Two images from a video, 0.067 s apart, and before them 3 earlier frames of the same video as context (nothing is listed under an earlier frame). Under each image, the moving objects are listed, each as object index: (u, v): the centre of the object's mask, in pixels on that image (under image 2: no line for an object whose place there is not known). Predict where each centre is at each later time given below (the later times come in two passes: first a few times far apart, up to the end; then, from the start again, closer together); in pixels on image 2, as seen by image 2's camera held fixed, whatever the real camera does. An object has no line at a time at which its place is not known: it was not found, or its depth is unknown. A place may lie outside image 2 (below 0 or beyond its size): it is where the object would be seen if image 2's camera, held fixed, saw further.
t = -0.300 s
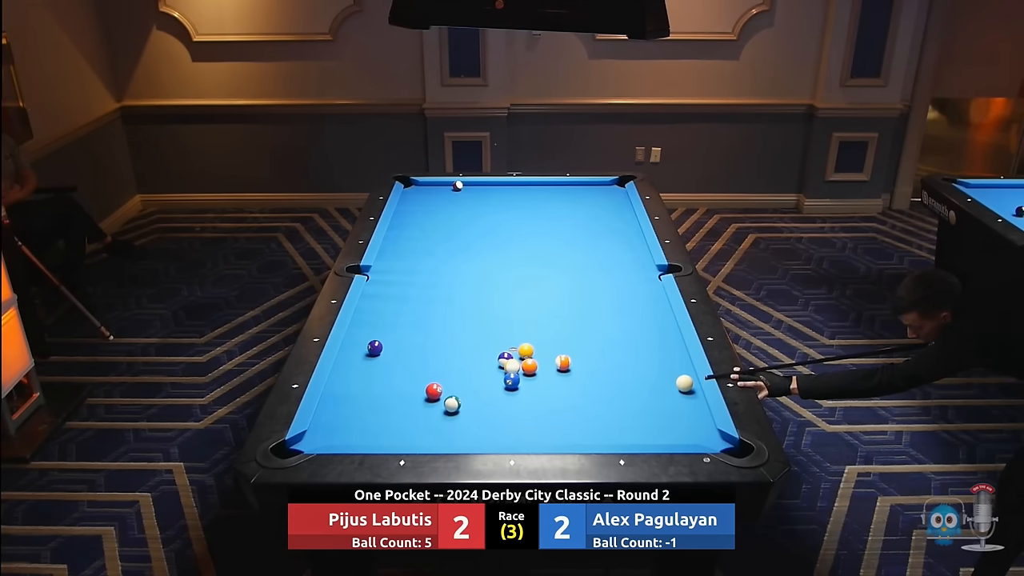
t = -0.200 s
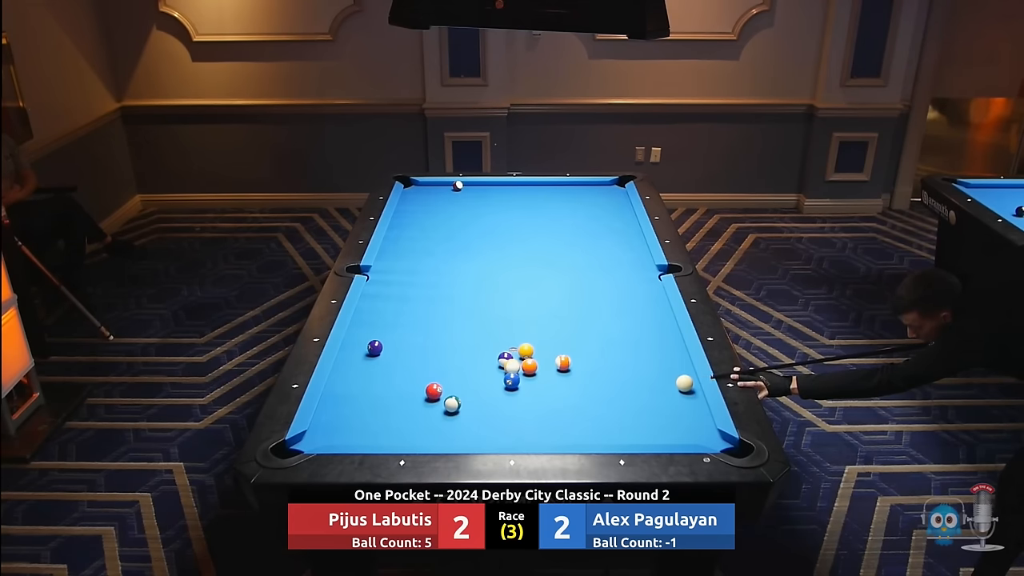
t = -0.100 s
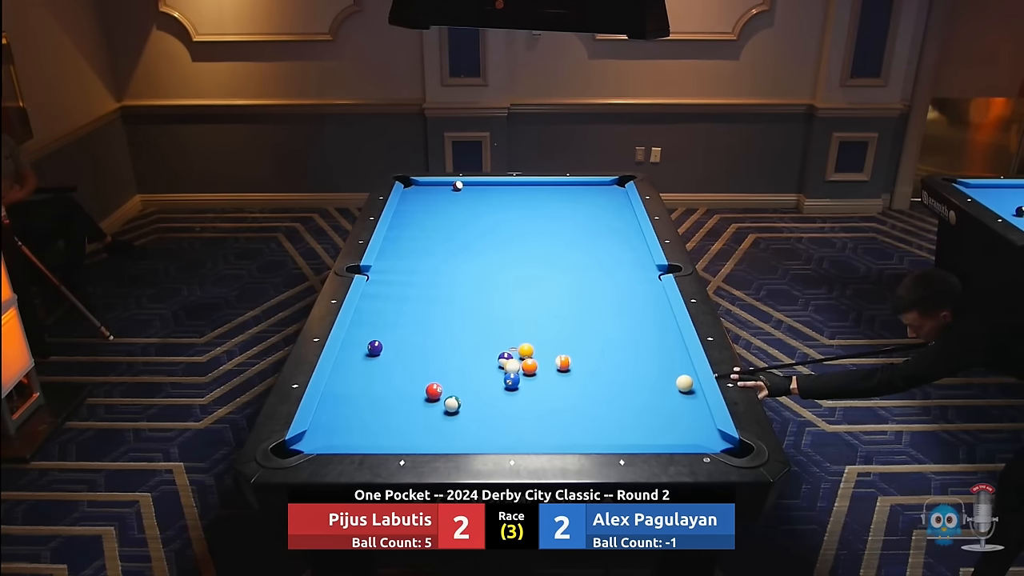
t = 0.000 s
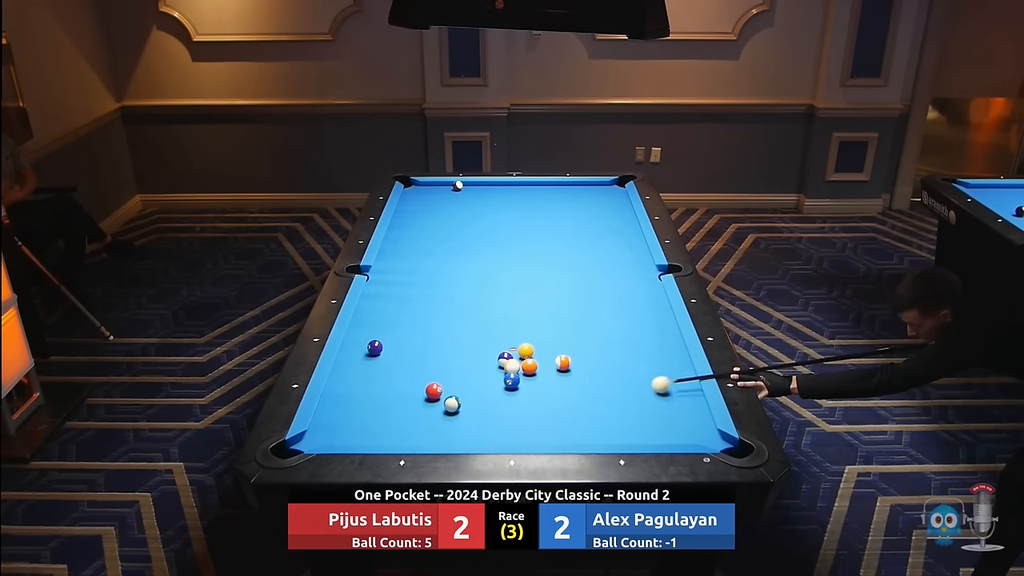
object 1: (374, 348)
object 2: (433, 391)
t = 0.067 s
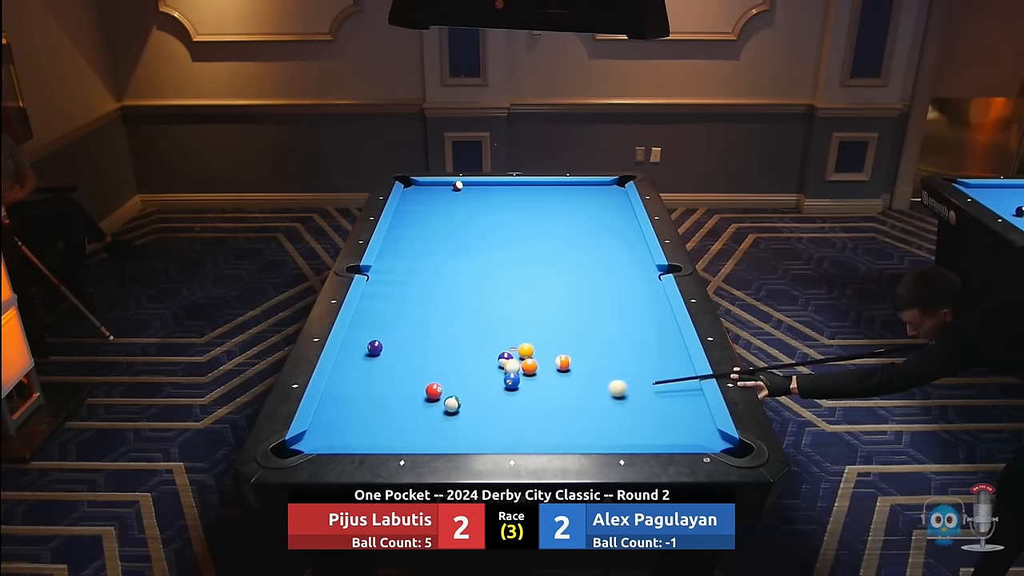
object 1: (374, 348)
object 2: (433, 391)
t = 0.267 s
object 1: (374, 348)
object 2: (433, 391)
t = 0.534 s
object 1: (374, 348)
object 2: (422, 392)
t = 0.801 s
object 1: (374, 348)
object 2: (399, 395)
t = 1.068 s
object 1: (367, 346)
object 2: (378, 399)
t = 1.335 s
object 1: (351, 342)
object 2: (358, 402)
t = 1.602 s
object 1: (365, 339)
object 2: (339, 404)
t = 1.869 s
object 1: (377, 336)
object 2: (327, 406)
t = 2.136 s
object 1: (388, 334)
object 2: (336, 407)
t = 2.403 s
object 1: (398, 332)
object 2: (343, 408)
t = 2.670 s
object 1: (406, 330)
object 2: (349, 409)
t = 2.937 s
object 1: (413, 329)
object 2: (353, 409)
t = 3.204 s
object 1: (419, 328)
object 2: (356, 409)
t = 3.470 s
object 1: (423, 327)
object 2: (357, 410)
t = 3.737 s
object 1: (426, 327)
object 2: (358, 410)
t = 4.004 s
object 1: (428, 326)
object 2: (358, 410)
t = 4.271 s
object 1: (429, 326)
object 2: (358, 410)
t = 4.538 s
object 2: (358, 409)
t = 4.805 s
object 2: (358, 410)
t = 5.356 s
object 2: (358, 410)
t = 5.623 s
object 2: (358, 410)
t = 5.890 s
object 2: (358, 409)
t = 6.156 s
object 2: (358, 409)
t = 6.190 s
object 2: (358, 409)
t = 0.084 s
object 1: (374, 348)
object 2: (433, 391)
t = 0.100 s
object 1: (374, 348)
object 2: (433, 391)
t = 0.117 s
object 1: (374, 348)
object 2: (433, 391)
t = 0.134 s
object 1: (374, 348)
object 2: (433, 391)
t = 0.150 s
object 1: (374, 348)
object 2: (433, 391)
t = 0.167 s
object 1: (374, 348)
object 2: (433, 391)
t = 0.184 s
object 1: (374, 348)
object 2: (433, 391)
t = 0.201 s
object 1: (374, 348)
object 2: (433, 391)
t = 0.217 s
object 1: (374, 348)
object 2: (433, 391)
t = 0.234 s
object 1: (374, 348)
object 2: (433, 391)
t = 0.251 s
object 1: (374, 348)
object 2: (433, 391)
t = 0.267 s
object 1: (374, 348)
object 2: (433, 391)
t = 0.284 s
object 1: (374, 348)
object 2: (433, 391)
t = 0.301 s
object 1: (374, 348)
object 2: (433, 391)
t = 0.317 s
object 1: (374, 348)
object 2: (433, 391)
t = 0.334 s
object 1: (374, 348)
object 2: (433, 391)
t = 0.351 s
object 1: (374, 348)
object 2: (433, 391)
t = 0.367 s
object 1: (374, 348)
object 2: (433, 391)
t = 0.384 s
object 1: (374, 348)
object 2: (433, 391)
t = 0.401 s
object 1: (374, 348)
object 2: (433, 391)
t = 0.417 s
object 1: (374, 348)
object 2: (433, 391)
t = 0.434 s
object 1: (374, 348)
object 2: (432, 391)
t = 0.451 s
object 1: (374, 348)
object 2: (430, 391)
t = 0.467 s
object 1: (374, 348)
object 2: (428, 391)
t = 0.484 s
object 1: (374, 348)
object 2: (426, 392)
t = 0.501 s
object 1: (374, 348)
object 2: (425, 392)
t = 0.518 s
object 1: (374, 348)
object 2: (424, 392)
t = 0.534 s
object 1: (374, 348)
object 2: (422, 392)
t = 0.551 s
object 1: (374, 348)
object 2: (421, 393)
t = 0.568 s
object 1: (374, 348)
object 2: (419, 393)
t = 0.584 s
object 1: (374, 348)
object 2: (418, 393)
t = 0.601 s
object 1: (374, 348)
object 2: (416, 393)
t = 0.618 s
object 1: (374, 348)
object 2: (415, 393)
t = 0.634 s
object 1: (374, 348)
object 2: (413, 394)
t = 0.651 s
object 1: (374, 348)
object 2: (412, 394)
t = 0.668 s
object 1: (374, 348)
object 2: (410, 394)
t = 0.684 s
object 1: (374, 348)
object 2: (409, 394)
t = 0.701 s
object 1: (374, 348)
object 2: (408, 394)
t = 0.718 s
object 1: (374, 348)
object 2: (406, 395)
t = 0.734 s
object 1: (374, 348)
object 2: (405, 395)
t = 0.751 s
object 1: (374, 348)
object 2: (403, 395)
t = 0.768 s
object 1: (374, 348)
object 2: (402, 395)
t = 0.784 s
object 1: (374, 348)
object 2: (401, 395)
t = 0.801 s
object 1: (374, 348)
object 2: (399, 395)
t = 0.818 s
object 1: (374, 348)
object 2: (398, 396)
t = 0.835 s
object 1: (374, 348)
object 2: (396, 396)
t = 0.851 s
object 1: (374, 348)
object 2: (395, 396)
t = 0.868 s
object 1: (374, 348)
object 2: (394, 396)
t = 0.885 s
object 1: (374, 348)
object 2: (392, 396)
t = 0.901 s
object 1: (374, 348)
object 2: (391, 397)
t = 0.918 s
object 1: (374, 348)
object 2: (390, 397)
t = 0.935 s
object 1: (374, 348)
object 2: (388, 397)
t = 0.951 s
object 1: (374, 348)
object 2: (387, 397)
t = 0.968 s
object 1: (374, 348)
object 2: (385, 397)
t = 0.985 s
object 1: (374, 348)
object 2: (384, 398)
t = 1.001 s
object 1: (374, 348)
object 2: (383, 398)
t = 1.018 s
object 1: (372, 348)
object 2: (381, 398)
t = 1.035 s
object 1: (370, 347)
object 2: (380, 398)
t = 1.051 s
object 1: (369, 347)
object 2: (379, 398)
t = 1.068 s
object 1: (367, 346)
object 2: (378, 399)
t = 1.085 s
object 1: (365, 346)
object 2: (376, 399)
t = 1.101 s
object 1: (364, 346)
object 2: (375, 399)
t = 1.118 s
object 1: (363, 346)
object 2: (374, 399)
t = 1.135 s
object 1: (361, 345)
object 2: (373, 399)
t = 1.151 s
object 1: (360, 345)
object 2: (371, 400)
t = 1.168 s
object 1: (359, 345)
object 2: (370, 400)
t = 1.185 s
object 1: (357, 344)
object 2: (368, 400)
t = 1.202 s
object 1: (356, 344)
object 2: (367, 400)
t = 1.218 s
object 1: (355, 344)
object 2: (366, 400)
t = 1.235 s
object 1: (353, 344)
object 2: (365, 401)
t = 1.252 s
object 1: (352, 343)
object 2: (364, 401)
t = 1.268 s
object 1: (351, 343)
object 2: (362, 401)
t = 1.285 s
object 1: (349, 343)
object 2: (361, 401)
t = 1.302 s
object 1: (349, 342)
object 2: (360, 401)
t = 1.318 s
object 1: (350, 342)
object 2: (359, 402)
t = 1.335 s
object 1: (351, 342)
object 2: (358, 402)
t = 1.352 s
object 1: (352, 342)
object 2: (356, 402)
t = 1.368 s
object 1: (353, 342)
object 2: (355, 402)
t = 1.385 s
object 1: (354, 341)
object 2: (354, 402)
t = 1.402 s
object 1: (354, 341)
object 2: (353, 402)
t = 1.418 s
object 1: (355, 341)
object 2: (352, 402)
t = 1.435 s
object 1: (356, 341)
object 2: (351, 402)
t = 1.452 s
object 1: (357, 341)
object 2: (349, 403)
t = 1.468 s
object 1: (358, 341)
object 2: (348, 403)
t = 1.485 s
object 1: (359, 340)
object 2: (347, 403)
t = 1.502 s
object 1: (360, 340)
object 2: (346, 403)
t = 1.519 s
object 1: (361, 340)
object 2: (345, 403)
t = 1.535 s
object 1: (362, 340)
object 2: (344, 403)
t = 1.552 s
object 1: (362, 340)
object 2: (343, 404)
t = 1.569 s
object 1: (363, 339)
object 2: (341, 404)
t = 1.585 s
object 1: (364, 339)
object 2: (340, 404)
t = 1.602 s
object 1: (365, 339)
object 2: (339, 404)
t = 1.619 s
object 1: (366, 339)
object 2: (338, 404)
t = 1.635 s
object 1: (366, 339)
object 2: (337, 404)
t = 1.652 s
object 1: (368, 339)
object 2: (336, 404)
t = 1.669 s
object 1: (368, 338)
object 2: (335, 405)
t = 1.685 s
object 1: (369, 338)
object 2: (334, 405)
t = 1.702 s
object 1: (370, 338)
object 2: (333, 405)
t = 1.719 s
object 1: (370, 338)
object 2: (332, 405)
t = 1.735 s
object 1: (371, 338)
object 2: (331, 405)
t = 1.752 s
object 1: (372, 338)
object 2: (330, 405)
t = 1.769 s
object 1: (373, 337)
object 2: (329, 405)
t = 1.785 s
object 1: (373, 337)
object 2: (328, 405)
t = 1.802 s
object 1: (374, 337)
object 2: (327, 406)
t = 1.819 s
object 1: (375, 337)
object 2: (325, 406)
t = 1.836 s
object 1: (376, 337)
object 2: (326, 406)
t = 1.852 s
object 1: (376, 337)
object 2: (326, 406)
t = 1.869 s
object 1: (377, 336)
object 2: (327, 406)
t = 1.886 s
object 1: (378, 336)
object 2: (327, 406)
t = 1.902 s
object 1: (379, 336)
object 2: (328, 406)
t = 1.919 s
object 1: (379, 336)
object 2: (329, 406)
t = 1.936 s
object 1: (380, 336)
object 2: (329, 406)
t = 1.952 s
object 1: (381, 336)
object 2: (330, 406)
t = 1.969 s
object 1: (381, 336)
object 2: (330, 406)
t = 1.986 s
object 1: (382, 335)
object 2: (331, 407)
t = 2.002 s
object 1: (383, 335)
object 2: (331, 407)
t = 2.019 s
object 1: (383, 335)
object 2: (332, 407)
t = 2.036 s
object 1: (384, 335)
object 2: (332, 407)
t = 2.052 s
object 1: (385, 334)
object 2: (333, 407)
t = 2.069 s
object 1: (385, 334)
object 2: (334, 407)
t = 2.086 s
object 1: (386, 334)
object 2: (334, 407)
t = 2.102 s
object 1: (387, 334)
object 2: (335, 407)
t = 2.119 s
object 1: (388, 334)
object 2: (335, 407)
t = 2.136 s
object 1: (388, 334)
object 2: (336, 407)
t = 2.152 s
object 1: (389, 334)
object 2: (336, 407)
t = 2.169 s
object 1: (390, 334)
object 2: (336, 407)
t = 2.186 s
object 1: (390, 334)
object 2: (337, 407)
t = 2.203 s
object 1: (391, 334)
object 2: (338, 407)
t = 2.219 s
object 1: (392, 333)
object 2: (338, 407)
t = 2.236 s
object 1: (392, 333)
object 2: (338, 407)
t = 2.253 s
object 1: (393, 333)
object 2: (339, 407)
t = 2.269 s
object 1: (393, 333)
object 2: (339, 407)
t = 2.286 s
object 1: (394, 333)
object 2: (340, 407)
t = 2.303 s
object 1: (395, 333)
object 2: (340, 408)
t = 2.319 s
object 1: (395, 333)
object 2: (341, 408)
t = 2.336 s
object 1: (396, 333)
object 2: (341, 408)
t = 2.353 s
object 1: (396, 332)
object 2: (341, 408)
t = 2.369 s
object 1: (397, 332)
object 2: (342, 408)
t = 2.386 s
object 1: (398, 332)
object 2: (342, 408)
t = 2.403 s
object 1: (398, 332)
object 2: (343, 408)
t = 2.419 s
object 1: (399, 332)
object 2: (343, 408)
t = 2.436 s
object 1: (399, 332)
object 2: (344, 408)
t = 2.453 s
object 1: (400, 332)
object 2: (344, 408)
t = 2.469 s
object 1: (400, 331)
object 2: (344, 408)
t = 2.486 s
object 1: (401, 331)
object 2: (345, 408)
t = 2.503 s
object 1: (401, 331)
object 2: (345, 408)
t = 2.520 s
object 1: (402, 331)
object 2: (345, 408)
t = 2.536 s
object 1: (402, 331)
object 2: (346, 408)
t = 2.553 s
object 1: (403, 331)
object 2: (346, 408)
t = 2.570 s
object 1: (404, 331)
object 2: (347, 408)
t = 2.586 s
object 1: (404, 331)
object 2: (347, 408)
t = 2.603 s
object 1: (404, 331)
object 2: (347, 408)
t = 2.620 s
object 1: (405, 330)
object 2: (347, 408)
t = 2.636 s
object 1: (406, 330)
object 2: (348, 408)
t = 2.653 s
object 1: (406, 330)
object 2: (348, 408)
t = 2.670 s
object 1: (406, 330)
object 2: (349, 409)
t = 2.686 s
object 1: (407, 330)
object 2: (349, 409)
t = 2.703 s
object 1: (407, 330)
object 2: (349, 409)
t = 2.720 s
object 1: (408, 330)
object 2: (349, 409)
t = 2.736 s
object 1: (408, 330)
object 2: (350, 409)
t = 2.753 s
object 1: (409, 330)
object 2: (350, 409)
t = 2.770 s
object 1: (409, 330)
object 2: (350, 409)
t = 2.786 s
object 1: (410, 330)
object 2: (350, 409)
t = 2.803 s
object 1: (410, 330)
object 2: (351, 409)
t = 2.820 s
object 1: (411, 330)
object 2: (351, 409)
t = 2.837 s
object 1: (411, 330)
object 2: (351, 409)
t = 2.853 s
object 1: (411, 330)
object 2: (351, 409)
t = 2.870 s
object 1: (412, 329)
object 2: (352, 409)
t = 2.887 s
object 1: (412, 329)
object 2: (352, 409)
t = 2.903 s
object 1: (413, 329)
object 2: (352, 409)
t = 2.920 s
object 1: (413, 329)
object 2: (352, 409)
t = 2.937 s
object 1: (413, 329)
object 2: (353, 409)
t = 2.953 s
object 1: (414, 329)
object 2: (353, 409)
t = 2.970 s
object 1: (414, 329)
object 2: (353, 409)
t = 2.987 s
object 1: (415, 329)
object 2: (353, 409)
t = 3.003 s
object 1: (415, 329)
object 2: (354, 409)
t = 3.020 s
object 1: (415, 329)
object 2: (354, 409)
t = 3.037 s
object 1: (416, 329)
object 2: (354, 409)
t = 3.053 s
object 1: (416, 329)
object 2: (354, 409)
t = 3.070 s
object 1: (416, 329)
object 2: (354, 410)
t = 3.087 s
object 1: (417, 329)
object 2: (355, 410)
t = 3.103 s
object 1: (417, 328)
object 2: (355, 410)
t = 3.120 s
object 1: (417, 328)
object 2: (355, 410)
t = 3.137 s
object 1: (418, 328)
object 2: (355, 410)
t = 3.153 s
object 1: (418, 328)
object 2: (355, 410)
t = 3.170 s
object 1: (418, 328)
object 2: (356, 410)
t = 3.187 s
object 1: (418, 328)
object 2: (356, 409)
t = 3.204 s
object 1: (419, 328)
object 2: (356, 409)
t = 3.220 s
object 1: (419, 328)
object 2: (356, 410)
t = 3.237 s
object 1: (419, 328)
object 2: (356, 409)
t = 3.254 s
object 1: (420, 328)
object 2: (356, 409)
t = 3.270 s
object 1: (420, 328)
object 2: (356, 410)
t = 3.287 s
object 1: (420, 328)
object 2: (357, 409)
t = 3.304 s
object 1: (421, 328)
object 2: (357, 409)
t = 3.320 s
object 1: (421, 328)
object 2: (357, 410)
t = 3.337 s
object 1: (421, 328)
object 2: (357, 410)
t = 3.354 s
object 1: (421, 328)
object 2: (357, 410)
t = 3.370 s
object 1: (422, 327)
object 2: (357, 409)
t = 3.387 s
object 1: (422, 327)
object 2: (357, 409)
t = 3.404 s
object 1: (422, 327)
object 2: (357, 409)
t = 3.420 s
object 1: (422, 327)
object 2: (357, 409)
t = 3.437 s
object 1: (423, 327)
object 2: (357, 410)
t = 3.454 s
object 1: (423, 327)
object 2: (357, 410)
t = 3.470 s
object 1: (423, 327)
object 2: (357, 410)
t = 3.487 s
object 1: (423, 327)
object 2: (357, 410)
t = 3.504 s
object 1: (424, 327)
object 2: (357, 410)
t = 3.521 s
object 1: (424, 327)
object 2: (357, 410)
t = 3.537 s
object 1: (424, 327)
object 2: (357, 410)
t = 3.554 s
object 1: (424, 327)
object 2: (357, 410)
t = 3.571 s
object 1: (424, 327)
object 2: (357, 410)
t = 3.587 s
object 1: (425, 327)
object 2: (358, 410)
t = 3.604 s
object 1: (425, 327)
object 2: (357, 410)
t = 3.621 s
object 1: (425, 327)
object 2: (357, 410)
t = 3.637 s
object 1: (425, 327)
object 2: (357, 410)
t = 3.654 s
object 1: (425, 327)
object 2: (357, 410)
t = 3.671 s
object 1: (426, 327)
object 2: (357, 410)
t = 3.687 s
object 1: (426, 327)
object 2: (358, 410)
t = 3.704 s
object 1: (426, 327)
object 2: (358, 410)
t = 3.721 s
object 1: (426, 327)
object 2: (358, 410)
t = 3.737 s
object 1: (426, 327)
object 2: (358, 410)
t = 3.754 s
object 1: (426, 327)
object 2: (358, 410)
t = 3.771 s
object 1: (427, 327)
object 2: (358, 410)
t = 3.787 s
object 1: (427, 327)
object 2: (358, 410)
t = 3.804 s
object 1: (427, 327)
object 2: (358, 410)
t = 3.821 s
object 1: (427, 327)
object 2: (358, 410)
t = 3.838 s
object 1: (427, 327)
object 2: (358, 410)
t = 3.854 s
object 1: (427, 327)
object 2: (358, 410)
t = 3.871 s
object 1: (428, 326)
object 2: (358, 410)
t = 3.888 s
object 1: (428, 326)
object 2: (358, 410)
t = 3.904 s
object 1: (428, 326)
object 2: (358, 410)
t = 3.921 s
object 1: (428, 326)
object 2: (358, 410)
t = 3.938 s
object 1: (428, 327)
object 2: (358, 410)
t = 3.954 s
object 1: (428, 326)
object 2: (358, 410)
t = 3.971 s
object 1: (428, 326)
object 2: (358, 410)
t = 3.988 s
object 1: (428, 326)
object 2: (358, 410)
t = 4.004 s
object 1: (428, 326)
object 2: (358, 410)
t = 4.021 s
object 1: (428, 326)
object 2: (358, 410)
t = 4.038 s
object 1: (429, 326)
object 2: (358, 410)
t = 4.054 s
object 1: (429, 326)
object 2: (358, 410)
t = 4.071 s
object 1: (429, 326)
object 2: (358, 410)
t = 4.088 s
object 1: (429, 326)
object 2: (358, 410)
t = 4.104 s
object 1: (429, 326)
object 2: (358, 410)
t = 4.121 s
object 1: (429, 326)
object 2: (358, 410)
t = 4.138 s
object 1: (429, 326)
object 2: (358, 410)
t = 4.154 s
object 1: (429, 326)
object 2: (358, 410)
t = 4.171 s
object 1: (429, 326)
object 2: (358, 410)
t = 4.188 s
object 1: (429, 326)
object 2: (358, 410)
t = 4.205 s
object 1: (429, 326)
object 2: (358, 410)
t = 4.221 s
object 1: (429, 326)
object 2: (358, 410)
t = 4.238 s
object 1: (429, 326)
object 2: (358, 410)
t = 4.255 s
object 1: (429, 326)
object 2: (358, 410)
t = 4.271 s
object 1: (429, 326)
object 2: (358, 410)
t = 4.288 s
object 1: (429, 326)
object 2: (358, 410)
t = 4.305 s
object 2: (358, 410)
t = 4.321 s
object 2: (358, 410)
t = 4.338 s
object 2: (358, 410)
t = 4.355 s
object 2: (358, 410)
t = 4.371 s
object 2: (358, 410)
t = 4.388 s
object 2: (358, 410)
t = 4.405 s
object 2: (358, 410)
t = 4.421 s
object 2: (358, 410)
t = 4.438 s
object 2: (358, 410)
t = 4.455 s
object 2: (358, 409)
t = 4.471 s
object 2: (358, 409)
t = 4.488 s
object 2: (358, 410)
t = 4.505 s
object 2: (358, 409)
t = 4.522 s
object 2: (358, 409)
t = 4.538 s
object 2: (358, 409)
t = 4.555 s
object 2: (358, 409)
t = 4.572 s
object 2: (358, 410)
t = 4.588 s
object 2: (358, 410)
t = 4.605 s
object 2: (358, 409)
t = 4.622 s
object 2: (358, 410)
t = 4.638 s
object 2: (358, 409)
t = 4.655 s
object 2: (358, 409)
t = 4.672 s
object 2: (358, 409)
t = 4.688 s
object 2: (358, 409)
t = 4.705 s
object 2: (358, 410)
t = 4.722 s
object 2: (358, 410)
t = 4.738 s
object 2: (358, 409)
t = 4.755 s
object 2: (358, 410)
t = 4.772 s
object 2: (358, 410)
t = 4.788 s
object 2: (358, 410)
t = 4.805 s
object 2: (358, 410)
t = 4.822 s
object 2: (358, 410)
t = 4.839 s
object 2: (358, 410)
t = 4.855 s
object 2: (358, 410)
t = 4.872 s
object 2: (358, 410)
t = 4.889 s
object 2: (357, 409)
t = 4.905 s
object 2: (353, 407)
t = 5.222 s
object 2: (361, 409)
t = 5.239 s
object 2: (358, 410)
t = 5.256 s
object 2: (358, 410)
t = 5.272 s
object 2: (358, 410)
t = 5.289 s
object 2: (358, 410)
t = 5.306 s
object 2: (358, 410)
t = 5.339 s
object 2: (358, 410)
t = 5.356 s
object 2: (358, 410)
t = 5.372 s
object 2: (358, 410)
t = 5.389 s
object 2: (358, 410)
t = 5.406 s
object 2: (358, 410)
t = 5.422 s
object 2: (358, 410)
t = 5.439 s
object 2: (358, 410)
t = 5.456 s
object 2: (358, 410)
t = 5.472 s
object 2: (358, 410)
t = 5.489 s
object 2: (358, 410)
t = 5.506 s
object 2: (358, 410)
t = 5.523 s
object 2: (358, 410)
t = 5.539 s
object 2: (358, 410)
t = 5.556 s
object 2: (358, 410)
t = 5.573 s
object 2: (358, 410)
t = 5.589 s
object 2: (358, 410)
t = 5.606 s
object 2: (358, 410)
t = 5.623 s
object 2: (358, 410)
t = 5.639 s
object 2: (358, 409)
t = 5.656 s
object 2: (358, 409)
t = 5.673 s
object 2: (358, 409)
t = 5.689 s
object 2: (358, 409)
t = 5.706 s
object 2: (358, 409)
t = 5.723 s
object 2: (358, 409)
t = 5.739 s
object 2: (358, 409)
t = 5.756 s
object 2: (358, 409)
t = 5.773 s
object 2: (358, 409)
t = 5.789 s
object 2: (358, 409)
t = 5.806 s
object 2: (358, 409)
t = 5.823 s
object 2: (358, 409)
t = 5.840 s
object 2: (358, 409)
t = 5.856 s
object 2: (358, 409)
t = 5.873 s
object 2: (358, 409)
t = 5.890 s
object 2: (358, 409)
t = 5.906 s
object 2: (358, 410)
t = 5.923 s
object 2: (358, 409)
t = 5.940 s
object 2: (358, 410)
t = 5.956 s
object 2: (358, 410)
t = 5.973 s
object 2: (358, 409)
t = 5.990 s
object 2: (358, 409)
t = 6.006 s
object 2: (358, 409)
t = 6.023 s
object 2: (358, 409)
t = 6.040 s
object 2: (358, 409)
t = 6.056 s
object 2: (358, 409)
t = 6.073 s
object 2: (358, 409)
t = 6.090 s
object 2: (358, 409)
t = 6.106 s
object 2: (358, 409)
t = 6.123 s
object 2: (358, 409)
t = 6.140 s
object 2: (358, 409)
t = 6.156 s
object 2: (358, 409)
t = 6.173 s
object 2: (358, 409)
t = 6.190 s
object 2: (358, 409)
